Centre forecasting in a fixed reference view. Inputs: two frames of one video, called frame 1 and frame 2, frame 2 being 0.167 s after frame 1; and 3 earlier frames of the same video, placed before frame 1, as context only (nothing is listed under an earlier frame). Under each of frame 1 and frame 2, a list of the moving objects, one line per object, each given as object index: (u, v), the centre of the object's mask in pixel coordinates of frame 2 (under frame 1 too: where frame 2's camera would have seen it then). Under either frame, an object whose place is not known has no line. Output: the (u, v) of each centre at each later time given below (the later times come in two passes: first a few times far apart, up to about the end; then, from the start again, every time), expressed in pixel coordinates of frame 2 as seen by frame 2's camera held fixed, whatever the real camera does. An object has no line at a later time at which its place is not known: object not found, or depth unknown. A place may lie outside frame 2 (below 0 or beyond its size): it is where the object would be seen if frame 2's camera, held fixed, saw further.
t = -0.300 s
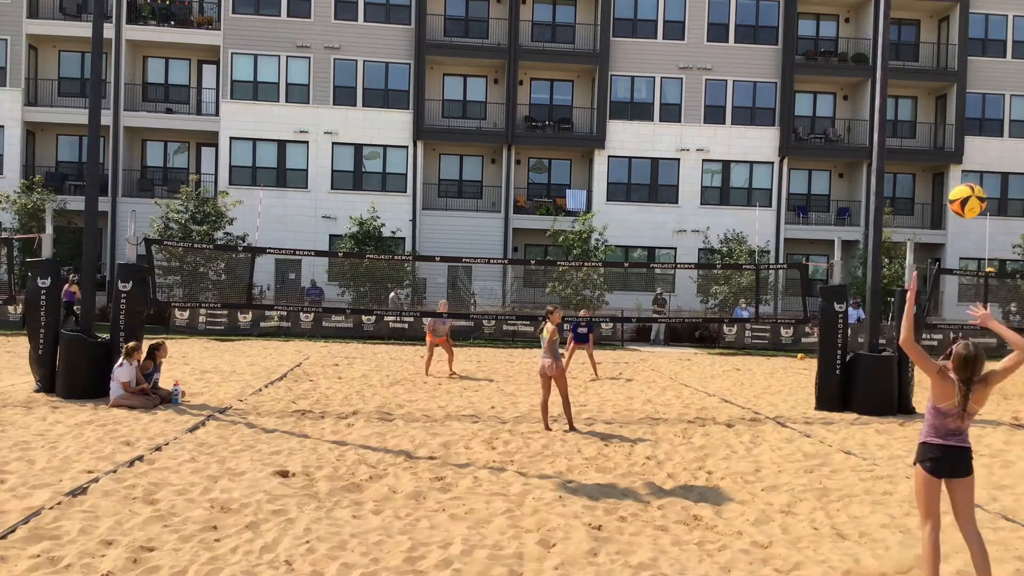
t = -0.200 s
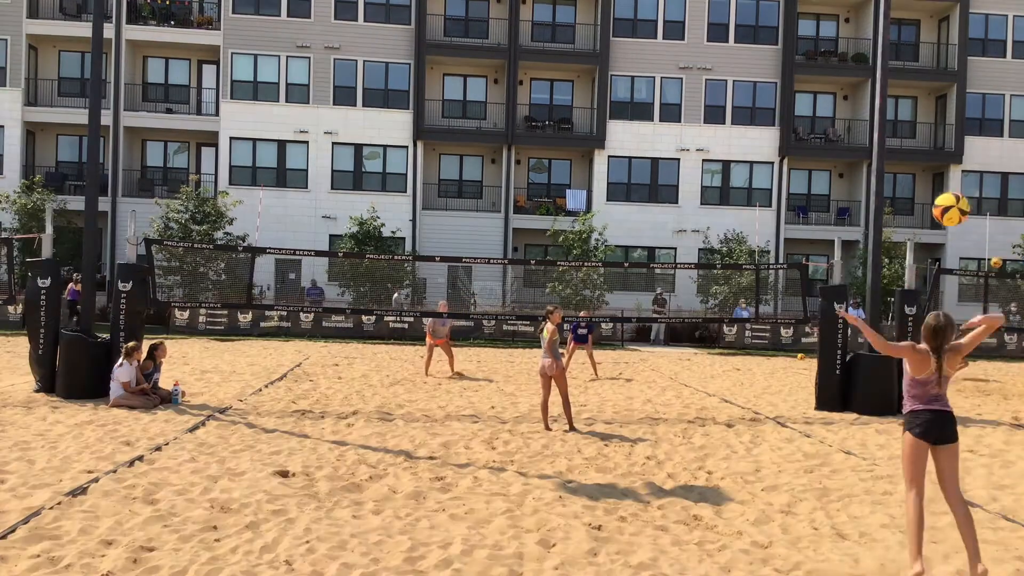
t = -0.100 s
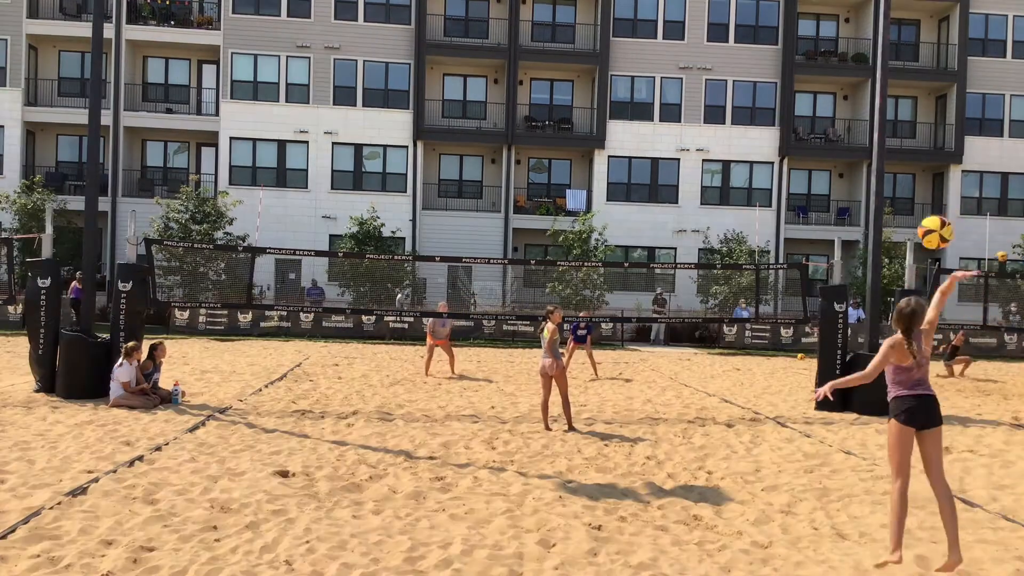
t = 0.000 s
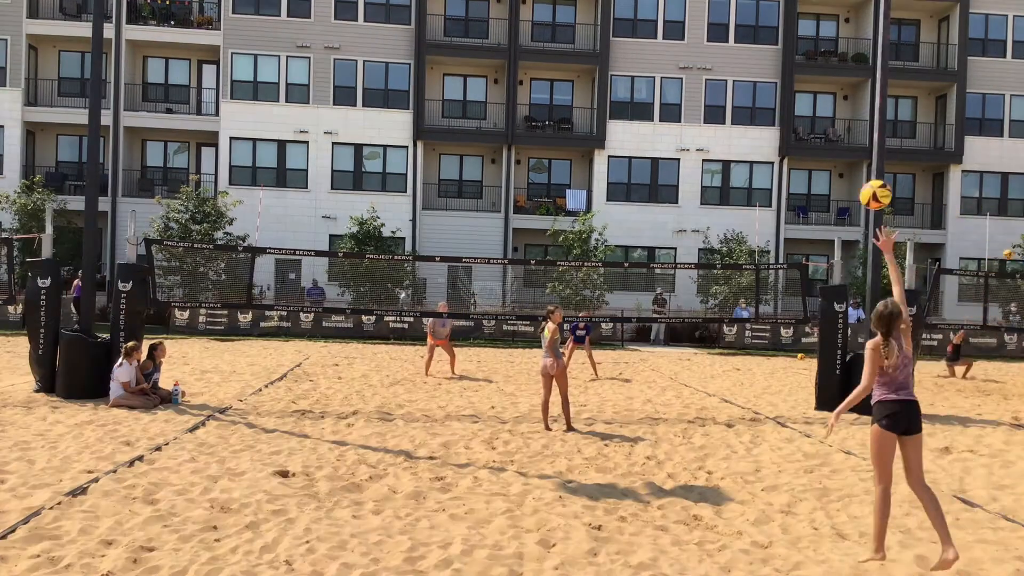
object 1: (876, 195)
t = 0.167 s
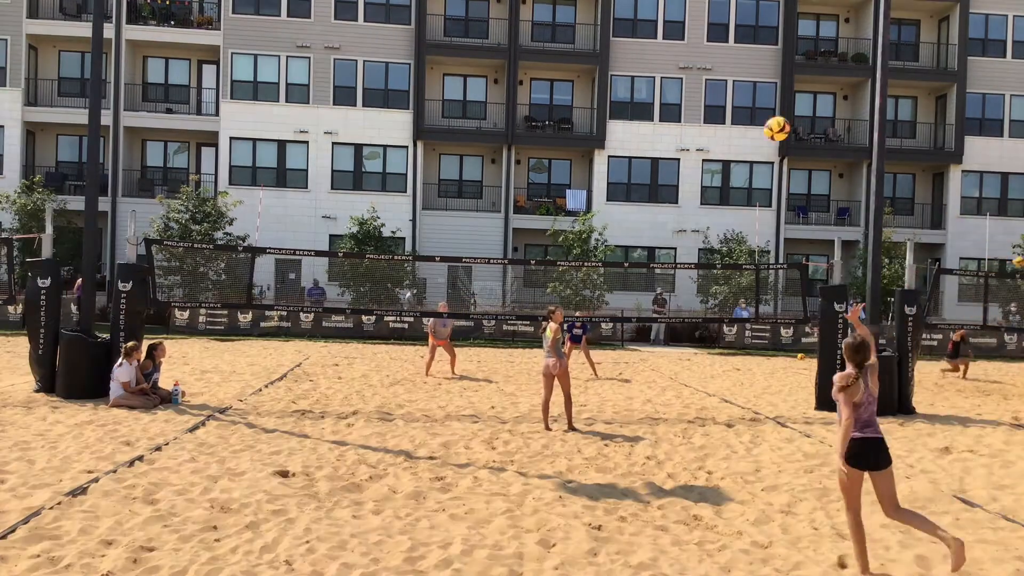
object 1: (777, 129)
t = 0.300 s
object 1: (722, 111)
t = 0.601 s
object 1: (639, 137)
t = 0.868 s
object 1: (592, 201)
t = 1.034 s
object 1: (571, 254)
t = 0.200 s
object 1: (762, 122)
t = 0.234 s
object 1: (747, 116)
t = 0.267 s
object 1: (734, 113)
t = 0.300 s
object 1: (722, 111)
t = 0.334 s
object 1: (710, 110)
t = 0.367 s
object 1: (699, 110)
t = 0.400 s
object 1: (689, 112)
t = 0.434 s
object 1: (679, 114)
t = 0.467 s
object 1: (670, 117)
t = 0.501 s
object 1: (662, 121)
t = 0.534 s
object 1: (653, 126)
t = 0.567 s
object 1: (646, 131)
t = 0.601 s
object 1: (639, 137)
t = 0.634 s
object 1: (632, 144)
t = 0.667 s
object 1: (625, 151)
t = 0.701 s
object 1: (619, 158)
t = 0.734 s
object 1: (613, 166)
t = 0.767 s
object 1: (608, 174)
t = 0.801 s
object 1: (602, 183)
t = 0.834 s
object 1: (597, 192)
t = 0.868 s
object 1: (592, 201)
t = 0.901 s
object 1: (587, 211)
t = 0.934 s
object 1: (583, 221)
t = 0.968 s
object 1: (579, 232)
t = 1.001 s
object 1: (575, 242)
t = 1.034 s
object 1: (571, 254)
